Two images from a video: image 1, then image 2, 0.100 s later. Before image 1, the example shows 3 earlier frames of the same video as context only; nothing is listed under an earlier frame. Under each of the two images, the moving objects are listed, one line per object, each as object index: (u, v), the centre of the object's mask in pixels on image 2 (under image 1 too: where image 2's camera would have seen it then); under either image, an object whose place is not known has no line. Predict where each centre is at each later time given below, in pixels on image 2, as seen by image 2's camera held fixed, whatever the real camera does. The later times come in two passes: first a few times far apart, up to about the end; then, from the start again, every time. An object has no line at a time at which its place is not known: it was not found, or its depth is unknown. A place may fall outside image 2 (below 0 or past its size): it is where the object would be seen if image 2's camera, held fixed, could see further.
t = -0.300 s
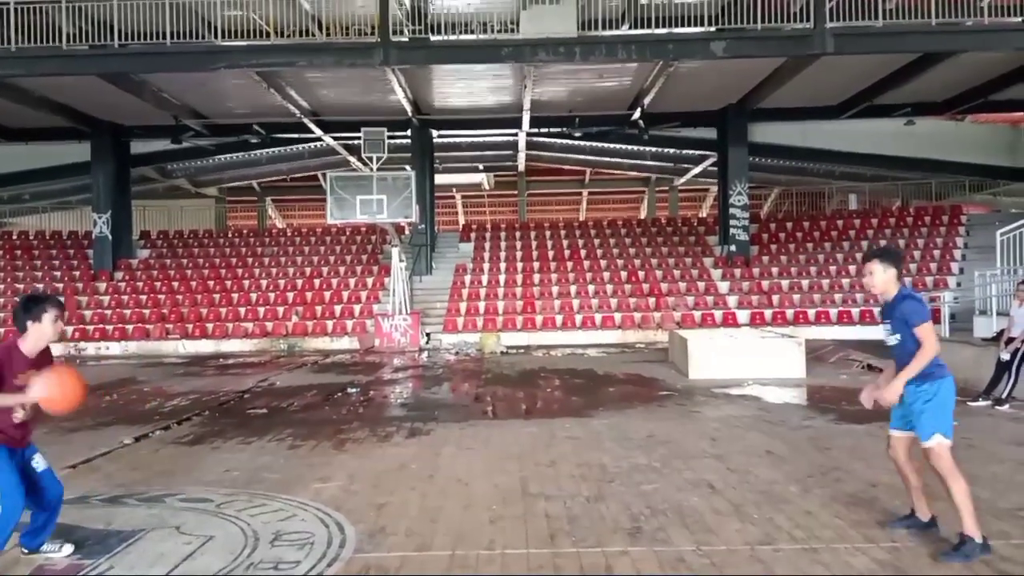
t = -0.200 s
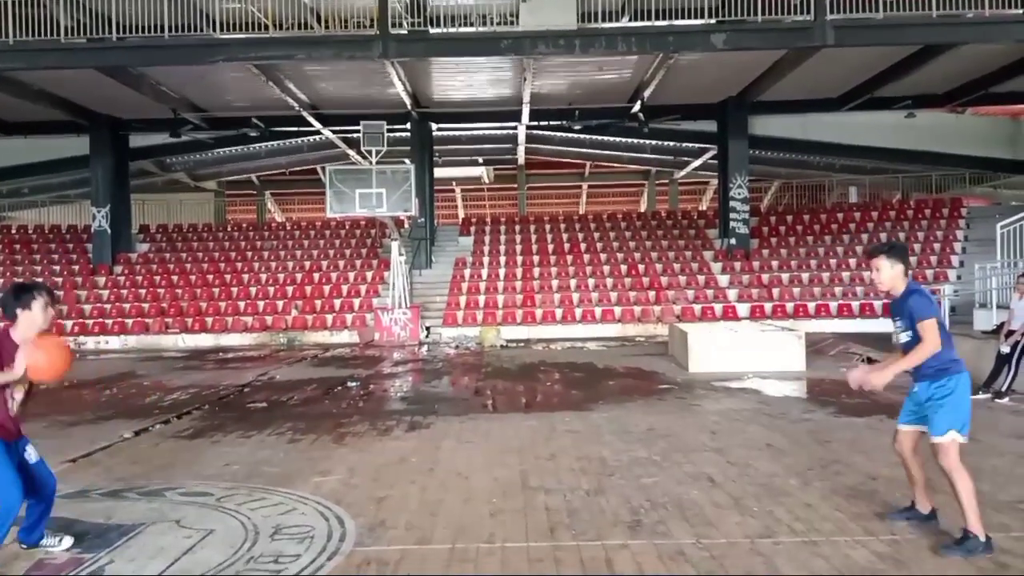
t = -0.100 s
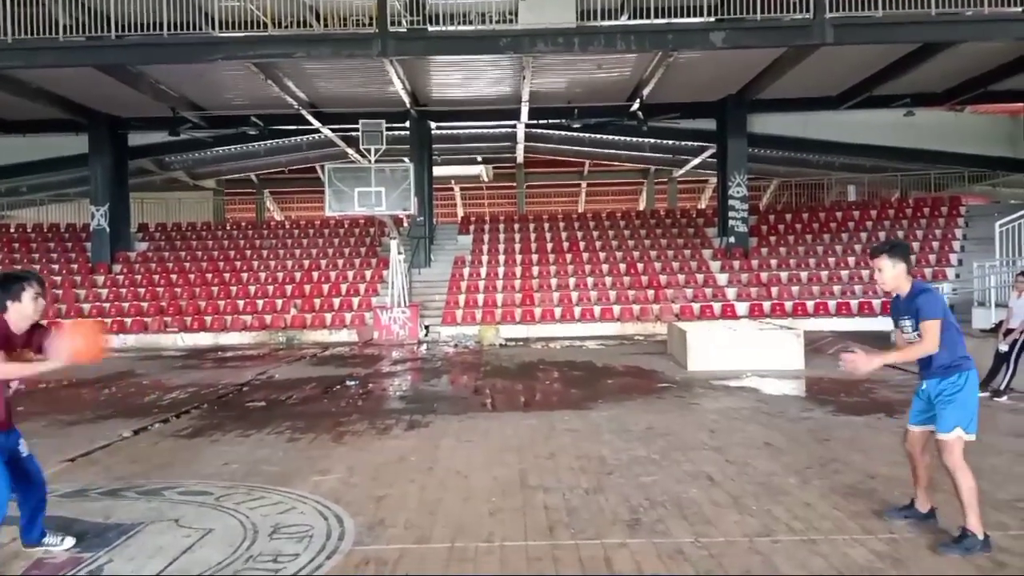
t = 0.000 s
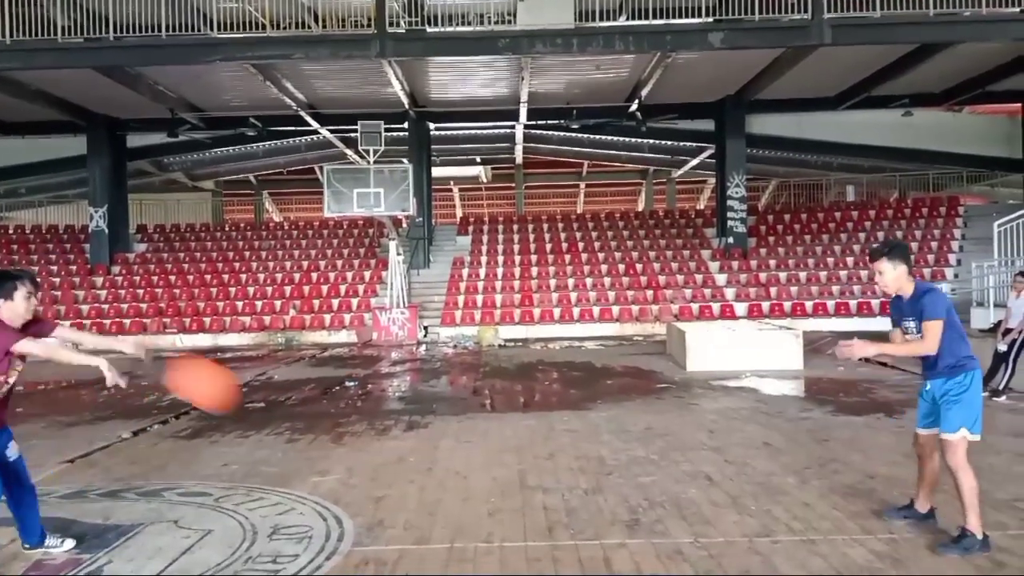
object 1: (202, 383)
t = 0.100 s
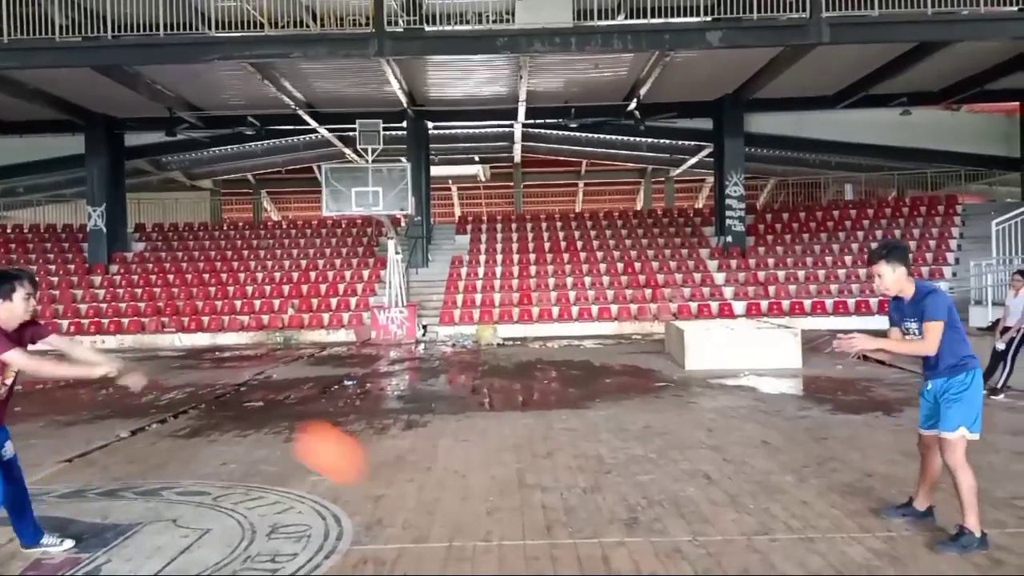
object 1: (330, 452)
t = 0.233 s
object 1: (483, 519)
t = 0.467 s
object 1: (642, 372)
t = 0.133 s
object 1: (374, 480)
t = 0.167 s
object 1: (416, 511)
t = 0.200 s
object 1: (457, 539)
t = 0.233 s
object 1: (483, 519)
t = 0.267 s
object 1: (505, 492)
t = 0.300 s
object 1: (529, 465)
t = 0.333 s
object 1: (552, 443)
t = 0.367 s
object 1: (575, 421)
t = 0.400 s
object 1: (597, 403)
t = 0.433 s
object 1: (619, 387)
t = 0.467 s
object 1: (642, 372)
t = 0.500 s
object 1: (663, 362)
